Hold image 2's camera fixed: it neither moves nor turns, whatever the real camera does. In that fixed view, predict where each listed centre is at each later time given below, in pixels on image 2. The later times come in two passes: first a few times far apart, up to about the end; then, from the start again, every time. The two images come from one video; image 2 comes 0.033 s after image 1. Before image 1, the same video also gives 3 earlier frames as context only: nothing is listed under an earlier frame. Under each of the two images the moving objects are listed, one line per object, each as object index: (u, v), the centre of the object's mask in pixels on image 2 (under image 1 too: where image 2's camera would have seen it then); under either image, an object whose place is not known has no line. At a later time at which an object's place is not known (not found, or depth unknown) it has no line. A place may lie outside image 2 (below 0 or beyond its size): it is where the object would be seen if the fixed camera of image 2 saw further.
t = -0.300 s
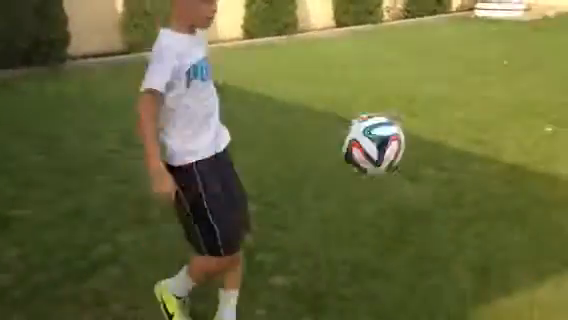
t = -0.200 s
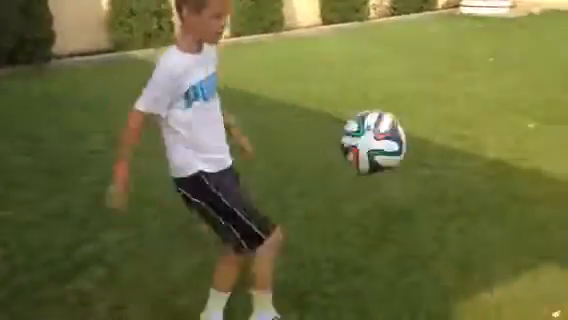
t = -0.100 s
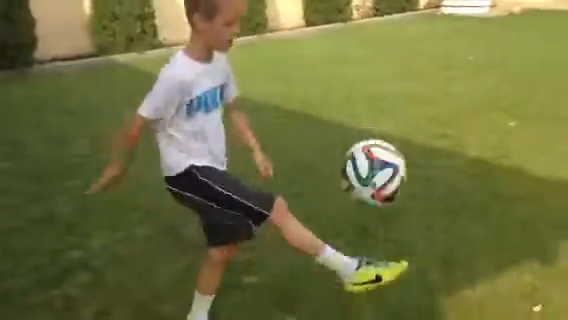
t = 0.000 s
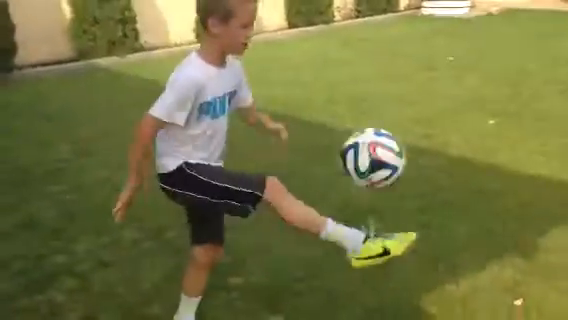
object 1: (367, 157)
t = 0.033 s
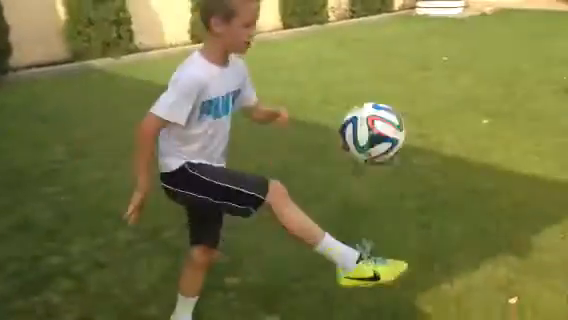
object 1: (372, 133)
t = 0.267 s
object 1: (403, 27)
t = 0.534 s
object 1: (427, 98)
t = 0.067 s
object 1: (377, 109)
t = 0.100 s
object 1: (381, 89)
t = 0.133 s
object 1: (387, 71)
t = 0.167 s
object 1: (391, 56)
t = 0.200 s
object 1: (395, 42)
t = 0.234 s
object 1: (399, 33)
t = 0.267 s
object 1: (403, 27)
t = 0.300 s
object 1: (406, 24)
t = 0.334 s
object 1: (410, 25)
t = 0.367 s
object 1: (413, 27)
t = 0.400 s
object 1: (417, 34)
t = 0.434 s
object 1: (420, 45)
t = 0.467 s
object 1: (423, 59)
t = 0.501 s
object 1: (425, 78)
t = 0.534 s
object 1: (427, 98)
